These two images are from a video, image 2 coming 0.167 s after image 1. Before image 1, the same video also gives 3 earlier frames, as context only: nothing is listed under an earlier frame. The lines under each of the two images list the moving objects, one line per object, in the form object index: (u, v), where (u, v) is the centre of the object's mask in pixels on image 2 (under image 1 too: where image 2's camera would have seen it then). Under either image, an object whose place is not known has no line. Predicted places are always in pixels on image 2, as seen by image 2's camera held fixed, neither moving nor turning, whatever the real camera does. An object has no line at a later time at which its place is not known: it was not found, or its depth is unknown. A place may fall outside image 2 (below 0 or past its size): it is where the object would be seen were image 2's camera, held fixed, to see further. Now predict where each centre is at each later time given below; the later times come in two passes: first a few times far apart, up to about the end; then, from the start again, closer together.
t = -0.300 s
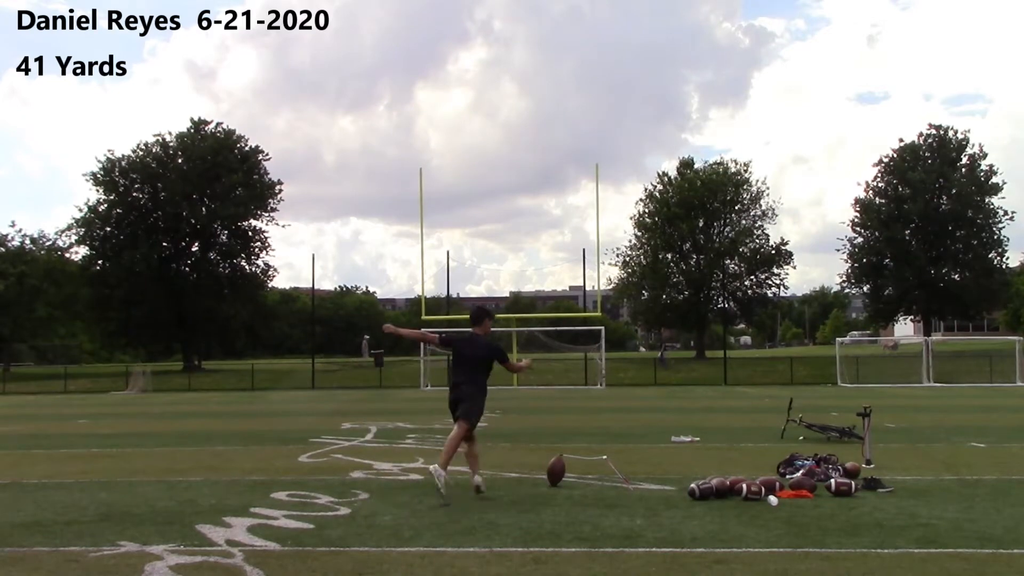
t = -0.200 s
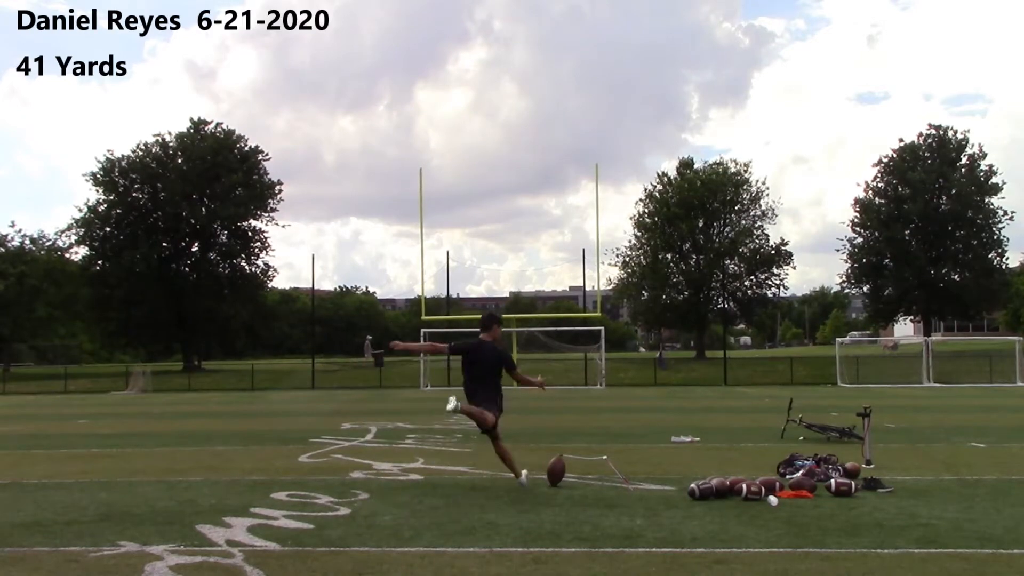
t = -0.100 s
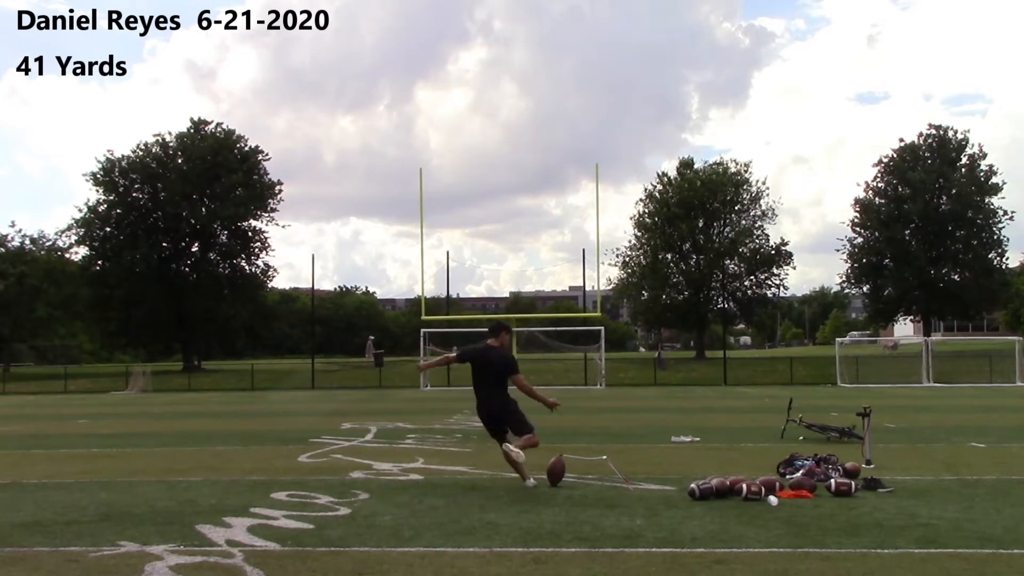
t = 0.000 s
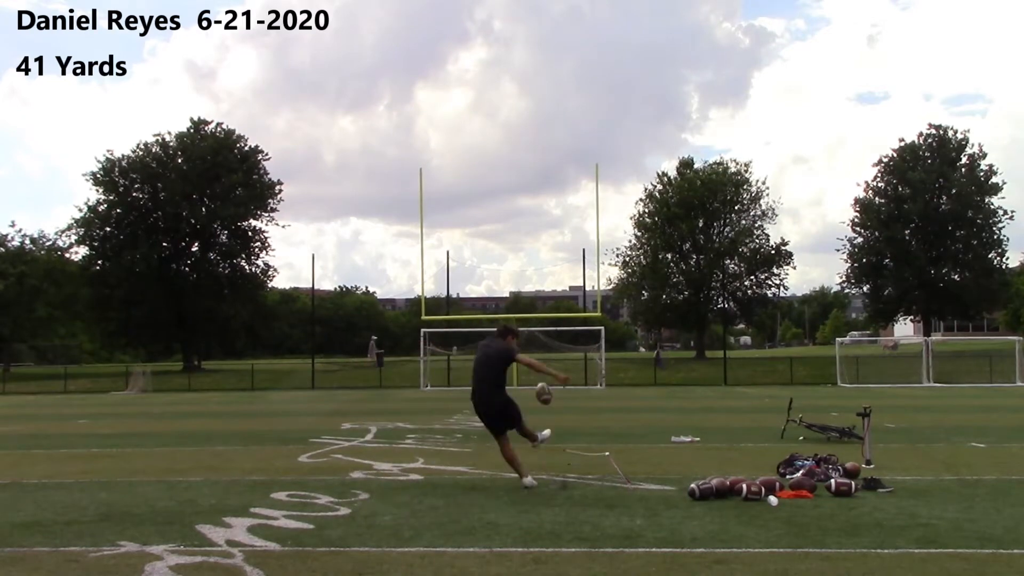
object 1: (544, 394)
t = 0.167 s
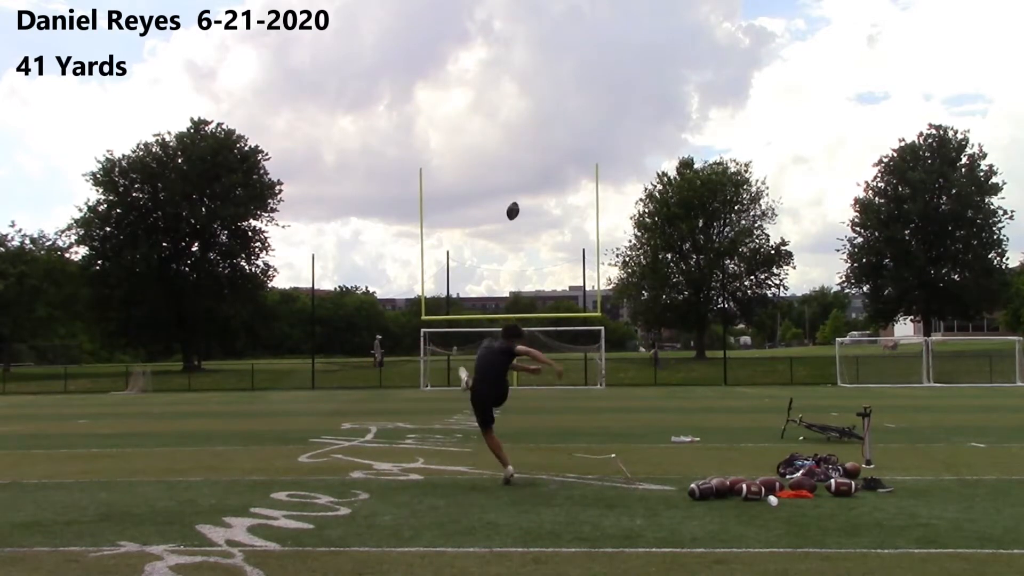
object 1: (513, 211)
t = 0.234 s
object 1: (505, 164)
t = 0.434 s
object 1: (490, 73)
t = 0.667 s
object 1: (480, 21)
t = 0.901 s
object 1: (473, 3)
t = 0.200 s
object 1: (509, 186)
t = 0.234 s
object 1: (505, 164)
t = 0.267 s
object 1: (502, 145)
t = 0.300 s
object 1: (499, 127)
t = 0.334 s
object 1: (497, 111)
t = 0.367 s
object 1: (494, 97)
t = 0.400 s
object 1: (492, 84)
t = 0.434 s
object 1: (490, 73)
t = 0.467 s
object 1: (489, 63)
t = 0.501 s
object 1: (487, 54)
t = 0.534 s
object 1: (485, 45)
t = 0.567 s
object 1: (484, 38)
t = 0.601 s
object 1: (483, 32)
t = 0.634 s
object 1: (481, 26)
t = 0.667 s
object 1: (480, 21)
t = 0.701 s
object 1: (479, 17)
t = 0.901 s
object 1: (473, 3)
